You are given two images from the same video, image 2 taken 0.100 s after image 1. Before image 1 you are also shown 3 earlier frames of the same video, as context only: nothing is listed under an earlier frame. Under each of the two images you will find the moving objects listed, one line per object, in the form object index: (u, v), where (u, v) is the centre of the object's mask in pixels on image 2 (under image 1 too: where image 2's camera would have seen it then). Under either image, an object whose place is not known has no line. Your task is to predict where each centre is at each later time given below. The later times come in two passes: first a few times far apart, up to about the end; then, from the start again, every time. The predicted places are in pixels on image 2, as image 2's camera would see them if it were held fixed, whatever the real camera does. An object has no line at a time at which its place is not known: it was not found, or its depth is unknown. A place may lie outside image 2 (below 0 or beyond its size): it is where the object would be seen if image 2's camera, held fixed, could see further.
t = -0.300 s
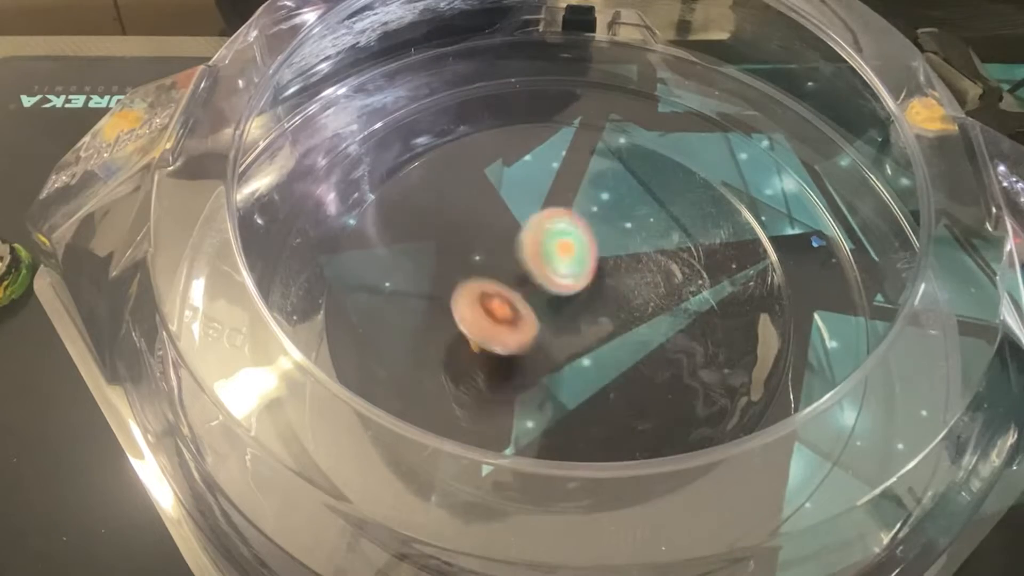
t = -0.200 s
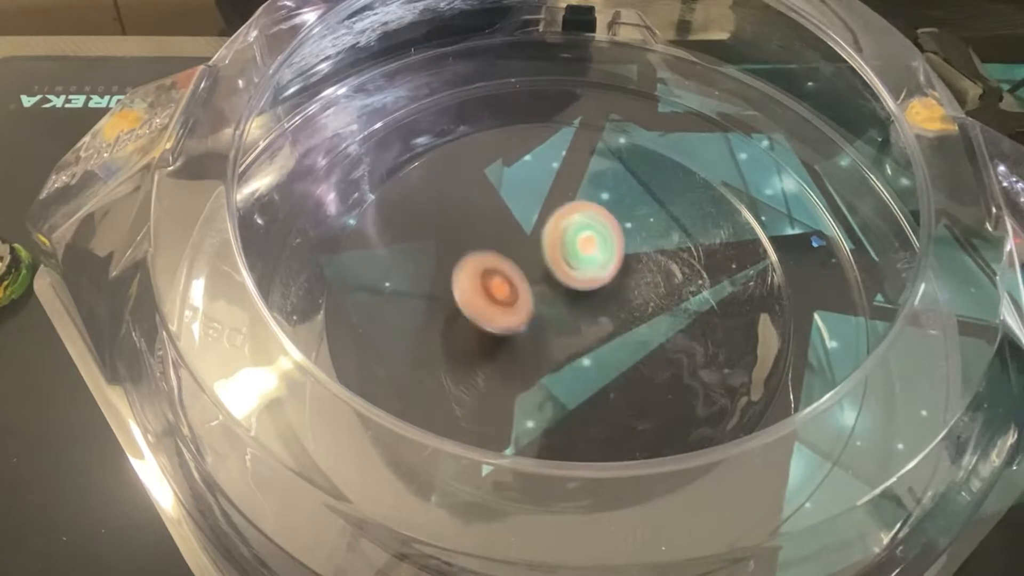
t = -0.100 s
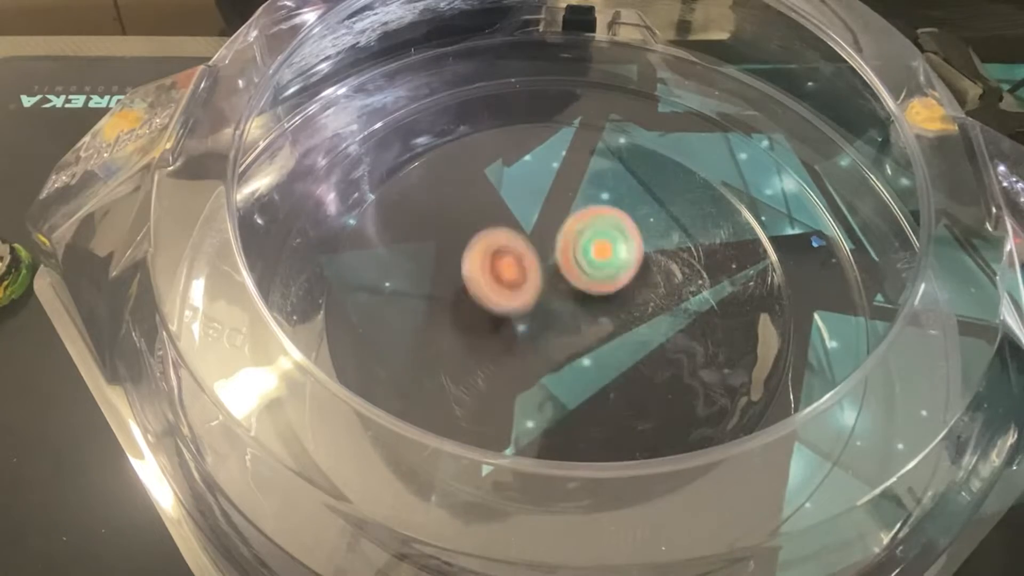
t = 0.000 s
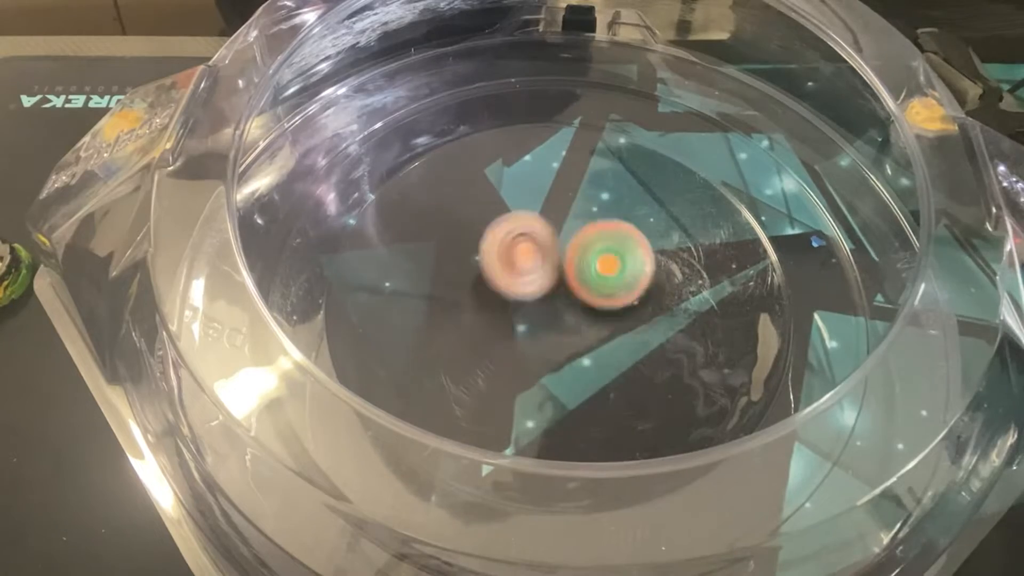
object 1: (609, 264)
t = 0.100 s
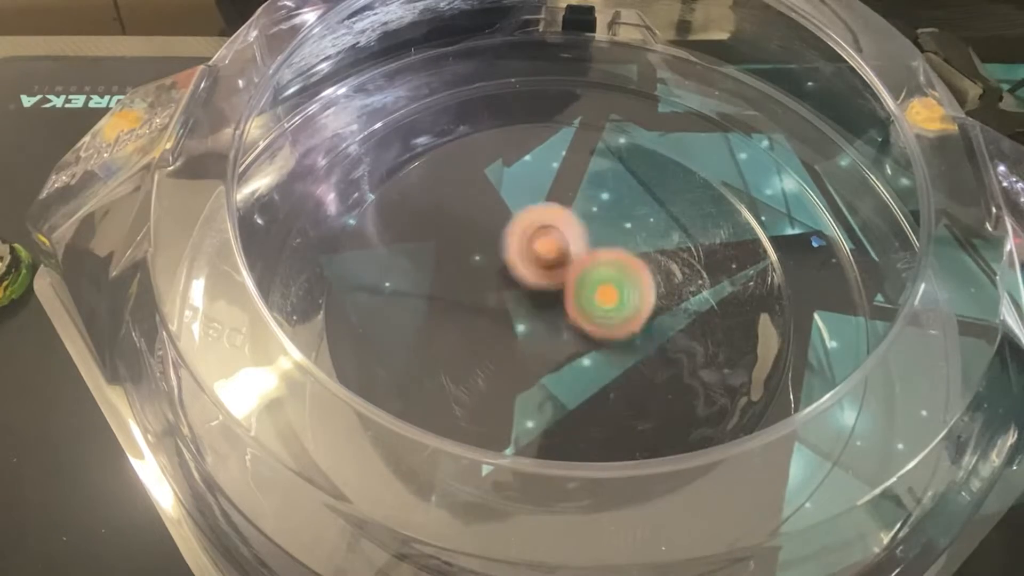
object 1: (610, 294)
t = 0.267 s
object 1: (595, 338)
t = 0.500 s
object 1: (558, 327)
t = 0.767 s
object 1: (530, 301)
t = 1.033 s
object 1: (545, 301)
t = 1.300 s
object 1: (580, 262)
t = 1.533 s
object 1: (572, 279)
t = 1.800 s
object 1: (570, 270)
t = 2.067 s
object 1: (576, 259)
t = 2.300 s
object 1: (584, 304)
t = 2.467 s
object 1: (617, 313)
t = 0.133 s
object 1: (607, 304)
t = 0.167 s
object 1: (605, 314)
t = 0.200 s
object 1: (601, 326)
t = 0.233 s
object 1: (597, 334)
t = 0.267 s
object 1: (595, 338)
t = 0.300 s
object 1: (592, 338)
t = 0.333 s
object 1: (589, 336)
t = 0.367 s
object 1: (587, 331)
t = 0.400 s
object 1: (578, 333)
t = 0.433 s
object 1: (570, 332)
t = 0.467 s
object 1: (563, 329)
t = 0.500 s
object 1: (558, 327)
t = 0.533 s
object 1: (553, 323)
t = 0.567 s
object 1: (542, 319)
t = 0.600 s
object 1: (533, 313)
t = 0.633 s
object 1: (529, 309)
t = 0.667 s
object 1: (526, 306)
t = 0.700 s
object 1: (526, 303)
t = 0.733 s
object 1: (527, 301)
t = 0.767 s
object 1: (530, 301)
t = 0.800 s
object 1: (531, 300)
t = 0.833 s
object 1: (535, 301)
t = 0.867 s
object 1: (536, 301)
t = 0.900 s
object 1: (538, 302)
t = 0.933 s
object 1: (538, 301)
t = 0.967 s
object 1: (540, 302)
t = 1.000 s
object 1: (542, 301)
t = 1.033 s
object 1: (545, 301)
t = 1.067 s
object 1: (549, 301)
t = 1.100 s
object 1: (552, 298)
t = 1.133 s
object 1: (558, 286)
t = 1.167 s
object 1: (564, 276)
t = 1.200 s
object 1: (569, 269)
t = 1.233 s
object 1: (574, 263)
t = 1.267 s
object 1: (577, 263)
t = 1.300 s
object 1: (580, 262)
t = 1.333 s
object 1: (590, 258)
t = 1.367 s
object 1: (591, 258)
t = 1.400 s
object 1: (591, 258)
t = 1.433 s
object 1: (587, 263)
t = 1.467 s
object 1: (584, 266)
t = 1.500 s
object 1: (579, 273)
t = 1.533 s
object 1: (572, 279)
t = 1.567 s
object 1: (565, 286)
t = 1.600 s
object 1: (557, 289)
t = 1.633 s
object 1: (547, 293)
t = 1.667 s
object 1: (543, 293)
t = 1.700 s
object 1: (546, 288)
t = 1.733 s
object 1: (548, 284)
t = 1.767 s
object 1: (560, 278)
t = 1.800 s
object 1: (570, 270)
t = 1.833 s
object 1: (576, 263)
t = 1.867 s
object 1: (580, 256)
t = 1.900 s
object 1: (581, 252)
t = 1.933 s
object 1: (581, 250)
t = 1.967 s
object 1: (580, 250)
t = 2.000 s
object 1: (579, 252)
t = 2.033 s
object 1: (577, 255)
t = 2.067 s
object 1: (576, 259)
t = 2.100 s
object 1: (572, 264)
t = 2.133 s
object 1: (570, 268)
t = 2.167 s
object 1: (570, 272)
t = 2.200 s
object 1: (570, 279)
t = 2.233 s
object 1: (571, 285)
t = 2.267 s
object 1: (575, 295)
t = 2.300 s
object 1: (584, 304)
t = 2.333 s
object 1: (592, 312)
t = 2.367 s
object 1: (600, 315)
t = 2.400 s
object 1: (607, 316)
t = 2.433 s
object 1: (613, 314)
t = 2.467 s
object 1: (617, 313)
